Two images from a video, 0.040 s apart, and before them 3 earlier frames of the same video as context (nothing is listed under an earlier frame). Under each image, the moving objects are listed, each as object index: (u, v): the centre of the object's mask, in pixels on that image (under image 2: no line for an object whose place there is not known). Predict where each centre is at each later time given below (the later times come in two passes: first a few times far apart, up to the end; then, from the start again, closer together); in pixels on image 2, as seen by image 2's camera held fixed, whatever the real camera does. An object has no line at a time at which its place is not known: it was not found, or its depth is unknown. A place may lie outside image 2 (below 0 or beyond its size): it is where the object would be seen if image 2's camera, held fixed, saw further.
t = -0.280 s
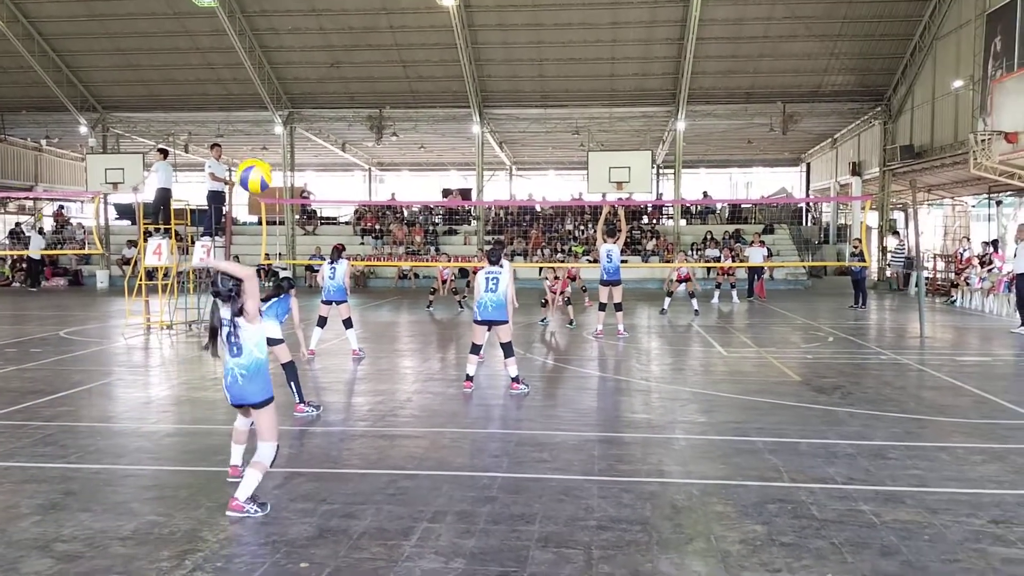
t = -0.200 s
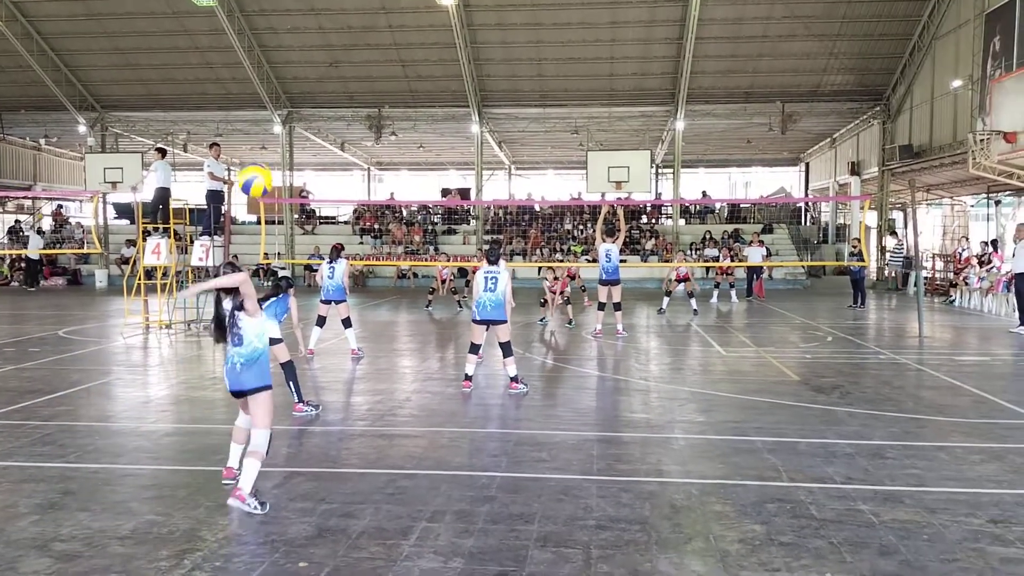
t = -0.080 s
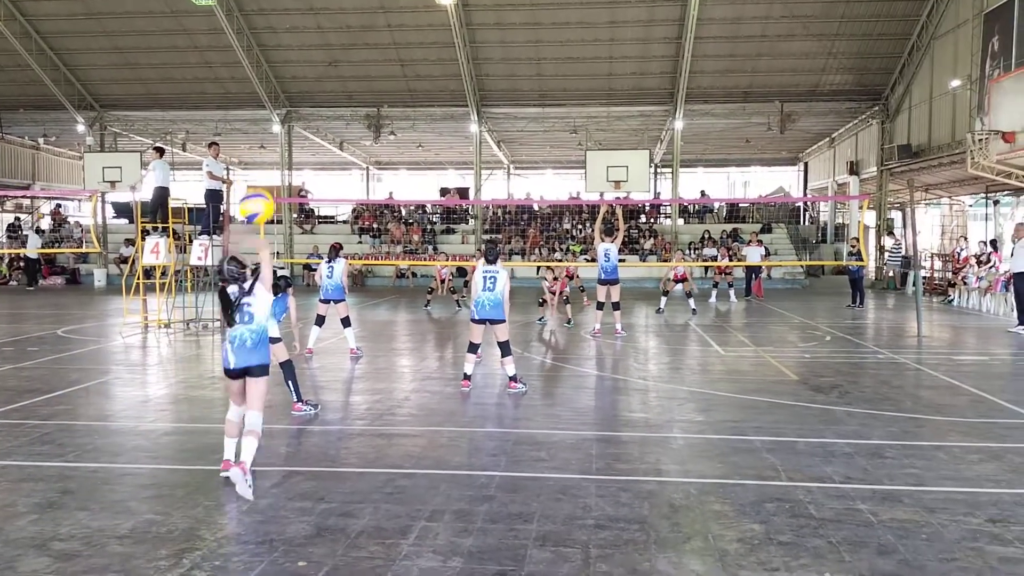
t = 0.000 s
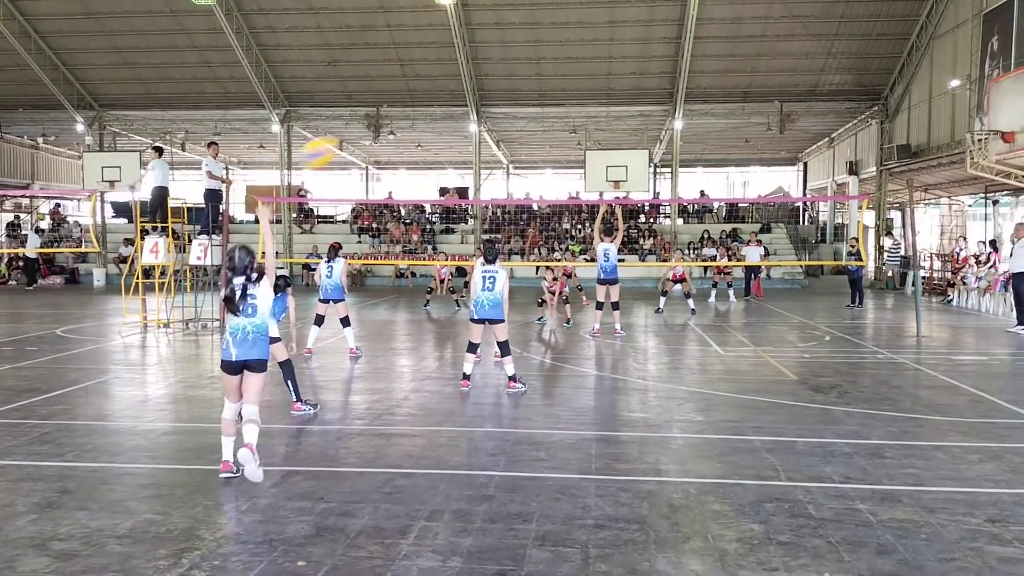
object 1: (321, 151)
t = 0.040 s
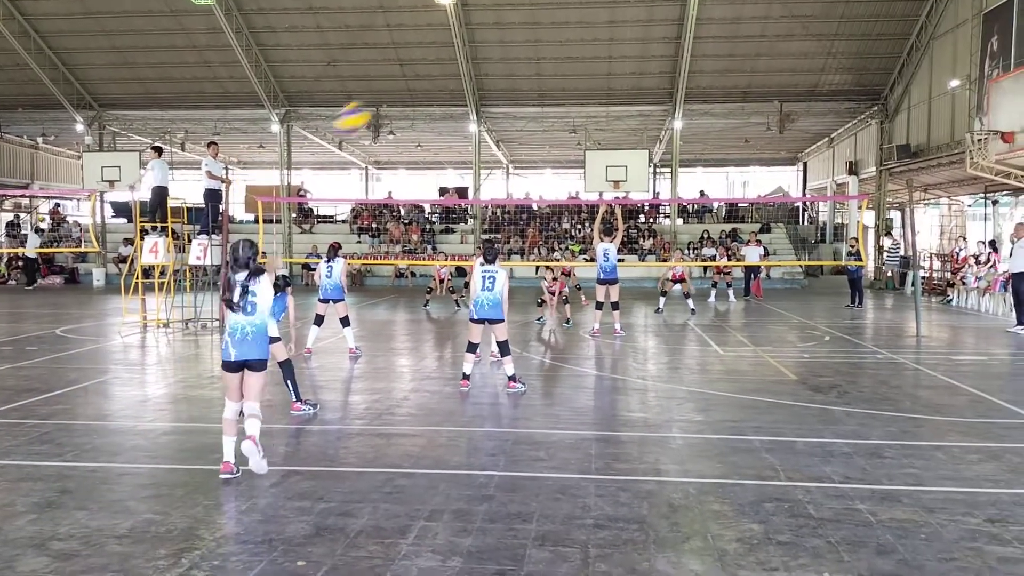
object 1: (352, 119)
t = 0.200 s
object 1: (452, 42)
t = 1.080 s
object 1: (666, 157)
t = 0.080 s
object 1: (382, 93)
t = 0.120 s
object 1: (408, 71)
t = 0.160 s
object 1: (431, 54)
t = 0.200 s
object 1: (452, 42)
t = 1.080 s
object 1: (666, 157)
